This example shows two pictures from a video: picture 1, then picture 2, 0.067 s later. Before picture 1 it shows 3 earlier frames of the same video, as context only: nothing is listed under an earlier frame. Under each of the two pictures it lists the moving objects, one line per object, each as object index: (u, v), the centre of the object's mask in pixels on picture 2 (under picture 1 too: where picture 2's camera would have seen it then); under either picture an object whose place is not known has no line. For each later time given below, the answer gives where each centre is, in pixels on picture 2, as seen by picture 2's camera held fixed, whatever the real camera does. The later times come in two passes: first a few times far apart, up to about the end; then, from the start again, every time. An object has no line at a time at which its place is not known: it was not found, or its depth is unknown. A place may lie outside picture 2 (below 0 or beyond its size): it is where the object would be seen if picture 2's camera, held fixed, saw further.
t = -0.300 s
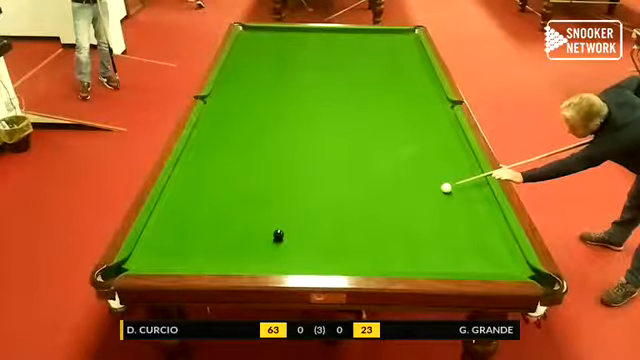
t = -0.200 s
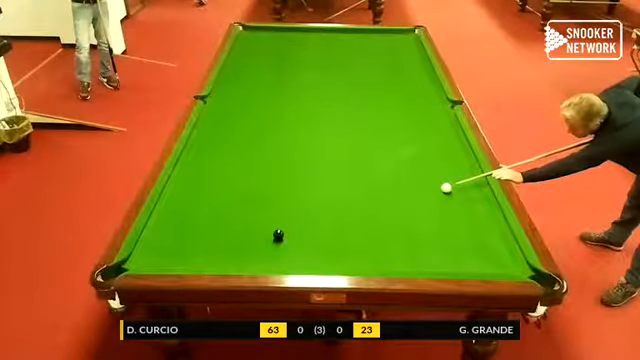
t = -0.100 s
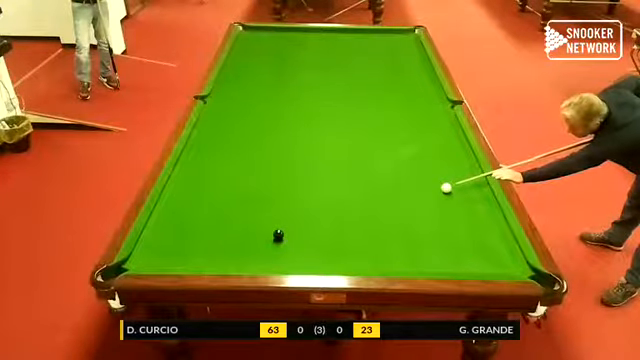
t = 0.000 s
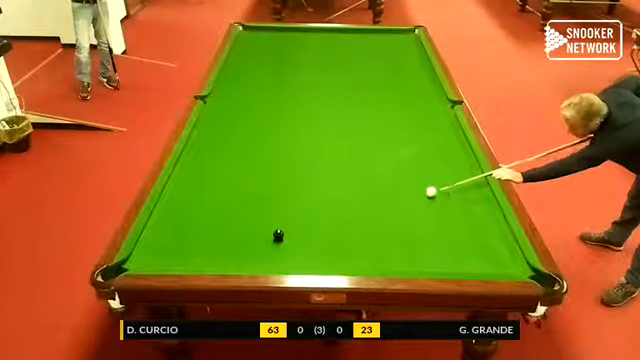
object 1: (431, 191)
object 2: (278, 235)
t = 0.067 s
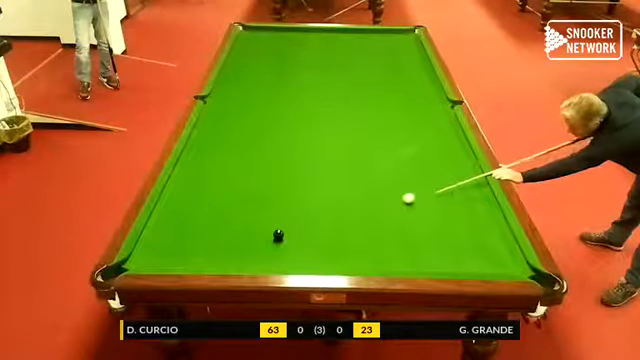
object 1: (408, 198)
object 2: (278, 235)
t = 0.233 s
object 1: (358, 212)
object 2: (278, 236)
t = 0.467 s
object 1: (288, 231)
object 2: (273, 237)
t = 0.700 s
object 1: (273, 236)
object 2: (207, 256)
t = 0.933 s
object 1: (253, 242)
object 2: (156, 261)
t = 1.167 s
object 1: (234, 248)
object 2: (148, 256)
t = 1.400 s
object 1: (215, 254)
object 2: (179, 253)
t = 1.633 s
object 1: (196, 260)
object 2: (207, 251)
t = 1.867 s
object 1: (180, 262)
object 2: (234, 249)
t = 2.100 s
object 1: (169, 260)
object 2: (258, 247)
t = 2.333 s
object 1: (159, 258)
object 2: (281, 246)
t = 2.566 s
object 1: (150, 256)
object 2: (303, 244)
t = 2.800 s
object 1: (142, 254)
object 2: (323, 243)
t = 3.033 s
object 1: (137, 253)
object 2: (342, 242)
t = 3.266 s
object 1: (141, 252)
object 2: (359, 241)
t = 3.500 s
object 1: (143, 252)
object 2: (375, 241)
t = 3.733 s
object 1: (146, 252)
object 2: (390, 241)
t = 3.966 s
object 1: (147, 252)
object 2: (405, 240)
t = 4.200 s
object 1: (147, 252)
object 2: (418, 240)
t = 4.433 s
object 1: (147, 252)
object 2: (429, 239)
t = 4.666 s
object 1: (147, 252)
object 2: (440, 239)
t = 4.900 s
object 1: (147, 252)
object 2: (450, 239)
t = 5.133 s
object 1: (147, 252)
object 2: (458, 239)
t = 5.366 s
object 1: (147, 252)
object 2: (466, 239)
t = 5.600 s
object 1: (147, 252)
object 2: (472, 239)
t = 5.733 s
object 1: (147, 252)
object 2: (475, 240)
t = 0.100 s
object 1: (398, 201)
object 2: (278, 235)
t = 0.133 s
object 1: (388, 204)
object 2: (278, 235)
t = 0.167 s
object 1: (378, 206)
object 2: (278, 235)
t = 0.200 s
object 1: (368, 209)
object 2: (278, 235)
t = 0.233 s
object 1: (358, 212)
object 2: (278, 236)
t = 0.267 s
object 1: (348, 214)
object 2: (278, 235)
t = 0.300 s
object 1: (337, 218)
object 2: (278, 235)
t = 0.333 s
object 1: (328, 221)
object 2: (278, 235)
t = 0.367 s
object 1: (317, 224)
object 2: (278, 235)
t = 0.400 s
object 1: (306, 227)
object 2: (278, 235)
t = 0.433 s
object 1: (296, 230)
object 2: (278, 235)
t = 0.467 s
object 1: (288, 231)
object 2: (273, 237)
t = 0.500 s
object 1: (287, 232)
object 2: (263, 240)
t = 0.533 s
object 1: (286, 232)
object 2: (253, 243)
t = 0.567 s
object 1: (284, 232)
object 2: (243, 246)
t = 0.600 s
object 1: (282, 233)
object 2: (233, 248)
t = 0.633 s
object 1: (279, 234)
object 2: (224, 251)
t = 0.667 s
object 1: (276, 235)
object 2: (216, 253)
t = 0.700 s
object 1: (273, 236)
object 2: (207, 256)
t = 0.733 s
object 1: (270, 237)
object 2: (199, 258)
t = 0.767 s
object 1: (267, 238)
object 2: (191, 259)
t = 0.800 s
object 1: (265, 238)
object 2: (183, 261)
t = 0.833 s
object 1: (262, 240)
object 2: (175, 262)
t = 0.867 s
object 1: (259, 240)
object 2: (168, 262)
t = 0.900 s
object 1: (256, 241)
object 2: (162, 261)
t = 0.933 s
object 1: (253, 242)
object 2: (156, 261)
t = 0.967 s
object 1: (251, 243)
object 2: (151, 259)
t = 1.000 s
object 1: (248, 244)
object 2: (145, 259)
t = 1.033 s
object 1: (245, 245)
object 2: (140, 258)
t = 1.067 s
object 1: (242, 246)
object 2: (134, 257)
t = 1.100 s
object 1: (239, 246)
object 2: (138, 256)
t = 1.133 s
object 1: (236, 247)
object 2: (143, 256)
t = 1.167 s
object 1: (234, 248)
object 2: (148, 256)
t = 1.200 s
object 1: (231, 249)
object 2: (153, 255)
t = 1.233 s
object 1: (229, 250)
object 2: (157, 255)
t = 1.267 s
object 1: (226, 250)
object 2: (162, 254)
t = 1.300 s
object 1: (223, 251)
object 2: (166, 254)
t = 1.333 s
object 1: (220, 252)
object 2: (170, 254)
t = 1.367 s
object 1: (217, 253)
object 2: (174, 254)
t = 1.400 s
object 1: (215, 254)
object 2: (179, 253)
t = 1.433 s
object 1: (212, 255)
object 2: (183, 253)
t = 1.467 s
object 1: (209, 256)
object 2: (187, 252)
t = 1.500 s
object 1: (207, 257)
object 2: (191, 252)
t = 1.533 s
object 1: (204, 257)
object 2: (194, 252)
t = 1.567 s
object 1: (202, 258)
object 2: (199, 249)
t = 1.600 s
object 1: (199, 259)
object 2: (205, 249)
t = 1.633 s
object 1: (196, 260)
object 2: (207, 251)
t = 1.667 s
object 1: (194, 260)
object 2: (211, 251)
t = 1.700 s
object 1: (192, 260)
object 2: (215, 250)
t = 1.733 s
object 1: (189, 261)
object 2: (219, 250)
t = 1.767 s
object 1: (186, 261)
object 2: (222, 250)
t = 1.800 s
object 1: (184, 262)
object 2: (226, 249)
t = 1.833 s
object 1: (182, 262)
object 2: (230, 249)
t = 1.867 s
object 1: (180, 262)
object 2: (234, 249)
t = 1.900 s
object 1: (179, 261)
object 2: (237, 249)
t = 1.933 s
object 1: (177, 261)
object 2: (241, 248)
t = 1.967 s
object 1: (175, 261)
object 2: (244, 248)
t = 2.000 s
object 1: (174, 260)
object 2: (248, 248)
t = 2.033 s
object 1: (172, 260)
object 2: (251, 247)
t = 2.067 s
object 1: (171, 260)
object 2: (255, 247)
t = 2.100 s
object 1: (169, 260)
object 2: (258, 247)
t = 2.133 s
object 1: (168, 259)
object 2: (262, 247)
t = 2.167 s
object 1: (167, 259)
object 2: (265, 246)
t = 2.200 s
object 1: (165, 259)
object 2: (268, 246)
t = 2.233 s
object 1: (163, 259)
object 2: (271, 246)
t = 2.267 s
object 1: (161, 258)
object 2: (274, 246)
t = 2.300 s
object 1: (160, 258)
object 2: (278, 246)
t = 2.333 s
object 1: (159, 258)
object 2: (281, 246)
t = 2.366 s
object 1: (158, 258)
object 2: (284, 246)
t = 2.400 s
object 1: (157, 257)
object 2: (287, 245)
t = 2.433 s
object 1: (155, 257)
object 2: (290, 245)
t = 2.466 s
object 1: (154, 257)
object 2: (294, 245)
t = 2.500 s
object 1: (153, 257)
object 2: (297, 245)
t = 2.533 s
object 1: (151, 256)
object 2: (299, 245)
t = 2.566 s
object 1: (150, 256)
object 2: (303, 244)
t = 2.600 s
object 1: (149, 256)
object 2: (305, 244)
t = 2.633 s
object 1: (148, 255)
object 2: (308, 244)
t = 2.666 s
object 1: (146, 255)
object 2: (311, 244)
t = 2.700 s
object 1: (145, 255)
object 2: (314, 244)
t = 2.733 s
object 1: (145, 254)
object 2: (317, 243)
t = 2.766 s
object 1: (144, 254)
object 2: (320, 243)
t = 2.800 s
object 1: (142, 254)
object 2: (323, 243)
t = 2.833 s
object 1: (141, 254)
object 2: (325, 243)
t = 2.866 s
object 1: (140, 253)
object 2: (328, 243)
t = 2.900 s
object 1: (139, 253)
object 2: (331, 243)
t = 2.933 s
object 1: (139, 253)
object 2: (334, 243)
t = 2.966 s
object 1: (138, 252)
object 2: (336, 242)
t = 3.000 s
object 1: (137, 253)
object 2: (339, 242)
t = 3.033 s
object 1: (137, 253)
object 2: (342, 242)
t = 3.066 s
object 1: (138, 252)
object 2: (344, 242)
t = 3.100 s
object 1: (139, 252)
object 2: (347, 242)
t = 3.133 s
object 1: (139, 252)
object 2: (349, 242)
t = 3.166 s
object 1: (139, 252)
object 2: (352, 242)
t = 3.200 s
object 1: (140, 252)
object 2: (354, 241)
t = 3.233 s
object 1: (140, 252)
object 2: (357, 241)
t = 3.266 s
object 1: (141, 252)
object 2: (359, 241)
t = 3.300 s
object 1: (142, 252)
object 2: (361, 241)
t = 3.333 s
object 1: (142, 252)
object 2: (364, 241)
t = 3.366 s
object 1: (143, 252)
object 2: (366, 241)
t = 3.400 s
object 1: (143, 252)
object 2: (368, 241)
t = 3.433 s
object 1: (143, 252)
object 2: (371, 241)
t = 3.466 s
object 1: (143, 252)
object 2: (373, 241)
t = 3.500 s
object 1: (143, 252)
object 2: (375, 241)
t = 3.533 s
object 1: (145, 252)
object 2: (378, 241)
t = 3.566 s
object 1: (145, 252)
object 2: (380, 241)
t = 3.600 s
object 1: (145, 252)
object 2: (382, 241)
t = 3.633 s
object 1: (145, 252)
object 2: (384, 241)
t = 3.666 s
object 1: (145, 252)
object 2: (386, 241)
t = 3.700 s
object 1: (145, 252)
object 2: (388, 241)
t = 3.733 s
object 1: (146, 252)
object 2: (390, 241)
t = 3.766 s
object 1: (146, 252)
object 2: (393, 241)
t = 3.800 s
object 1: (146, 252)
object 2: (395, 241)
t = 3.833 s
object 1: (146, 252)
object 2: (396, 240)
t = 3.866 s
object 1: (146, 252)
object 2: (399, 240)
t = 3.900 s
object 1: (146, 252)
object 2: (401, 240)
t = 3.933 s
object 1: (146, 252)
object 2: (403, 240)
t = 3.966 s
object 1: (147, 252)
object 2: (405, 240)
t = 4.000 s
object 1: (147, 252)
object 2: (407, 240)
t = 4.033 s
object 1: (147, 252)
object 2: (409, 240)
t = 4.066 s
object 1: (147, 252)
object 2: (410, 240)
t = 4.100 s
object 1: (147, 252)
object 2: (412, 240)
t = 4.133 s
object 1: (147, 252)
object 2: (414, 240)
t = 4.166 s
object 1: (147, 252)
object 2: (416, 240)
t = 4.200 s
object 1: (147, 252)
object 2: (418, 240)
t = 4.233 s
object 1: (147, 252)
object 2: (419, 239)
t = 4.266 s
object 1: (147, 252)
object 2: (421, 240)
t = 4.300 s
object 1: (147, 252)
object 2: (423, 240)
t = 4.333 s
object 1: (147, 252)
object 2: (424, 239)
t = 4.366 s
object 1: (147, 252)
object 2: (426, 239)
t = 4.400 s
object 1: (147, 252)
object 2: (428, 239)
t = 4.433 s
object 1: (147, 252)
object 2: (429, 239)
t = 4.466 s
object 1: (147, 252)
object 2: (431, 239)
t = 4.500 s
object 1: (147, 252)
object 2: (433, 239)
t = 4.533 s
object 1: (147, 252)
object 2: (434, 239)
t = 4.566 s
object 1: (147, 252)
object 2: (436, 239)
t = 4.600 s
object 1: (147, 252)
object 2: (437, 239)
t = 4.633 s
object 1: (147, 252)
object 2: (439, 239)
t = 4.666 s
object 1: (147, 252)
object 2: (440, 239)
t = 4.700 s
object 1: (147, 252)
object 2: (442, 239)
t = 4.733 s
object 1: (147, 252)
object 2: (443, 239)
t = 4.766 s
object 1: (147, 252)
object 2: (445, 239)
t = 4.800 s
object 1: (147, 252)
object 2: (446, 239)
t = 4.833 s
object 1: (147, 252)
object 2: (447, 239)
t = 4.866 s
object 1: (147, 252)
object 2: (449, 239)
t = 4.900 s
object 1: (147, 252)
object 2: (450, 239)
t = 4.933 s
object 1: (147, 252)
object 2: (451, 239)
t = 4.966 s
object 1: (147, 252)
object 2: (452, 239)
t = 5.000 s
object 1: (147, 252)
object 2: (454, 239)
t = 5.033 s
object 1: (147, 252)
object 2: (455, 239)
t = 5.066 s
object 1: (147, 252)
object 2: (456, 239)
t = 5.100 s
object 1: (147, 252)
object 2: (457, 239)
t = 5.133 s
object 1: (147, 252)
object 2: (458, 239)
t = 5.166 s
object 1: (147, 252)
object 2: (460, 239)
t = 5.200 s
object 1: (147, 252)
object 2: (461, 239)
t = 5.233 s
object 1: (147, 252)
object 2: (462, 239)
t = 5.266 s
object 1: (147, 252)
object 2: (463, 239)
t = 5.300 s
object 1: (147, 252)
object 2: (464, 239)
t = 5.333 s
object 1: (147, 252)
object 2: (465, 239)
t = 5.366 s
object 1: (147, 252)
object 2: (466, 239)
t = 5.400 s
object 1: (147, 252)
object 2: (467, 239)
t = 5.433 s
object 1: (147, 252)
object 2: (468, 239)
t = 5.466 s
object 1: (147, 252)
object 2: (469, 239)
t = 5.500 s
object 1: (147, 252)
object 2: (470, 239)
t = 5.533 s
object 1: (147, 252)
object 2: (471, 239)
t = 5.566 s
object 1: (147, 252)
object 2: (472, 239)
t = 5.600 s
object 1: (147, 252)
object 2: (472, 239)
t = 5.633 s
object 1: (147, 252)
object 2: (473, 239)
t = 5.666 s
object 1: (147, 252)
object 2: (474, 240)
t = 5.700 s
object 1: (147, 252)
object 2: (475, 240)
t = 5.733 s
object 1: (147, 252)
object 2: (475, 240)
